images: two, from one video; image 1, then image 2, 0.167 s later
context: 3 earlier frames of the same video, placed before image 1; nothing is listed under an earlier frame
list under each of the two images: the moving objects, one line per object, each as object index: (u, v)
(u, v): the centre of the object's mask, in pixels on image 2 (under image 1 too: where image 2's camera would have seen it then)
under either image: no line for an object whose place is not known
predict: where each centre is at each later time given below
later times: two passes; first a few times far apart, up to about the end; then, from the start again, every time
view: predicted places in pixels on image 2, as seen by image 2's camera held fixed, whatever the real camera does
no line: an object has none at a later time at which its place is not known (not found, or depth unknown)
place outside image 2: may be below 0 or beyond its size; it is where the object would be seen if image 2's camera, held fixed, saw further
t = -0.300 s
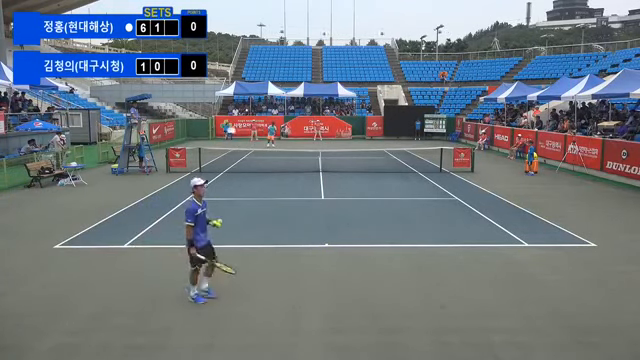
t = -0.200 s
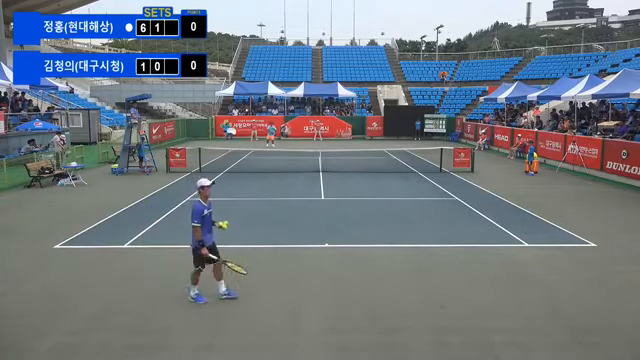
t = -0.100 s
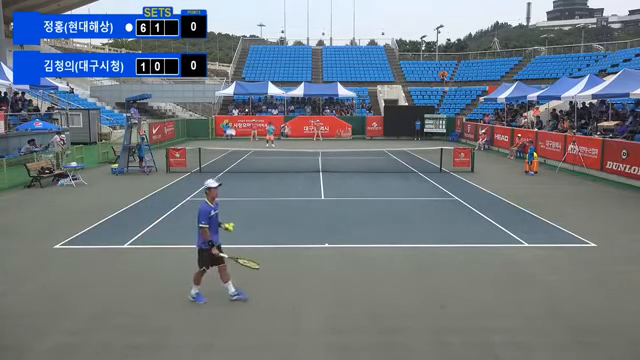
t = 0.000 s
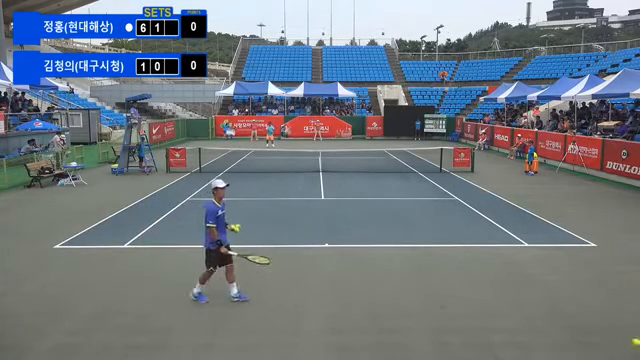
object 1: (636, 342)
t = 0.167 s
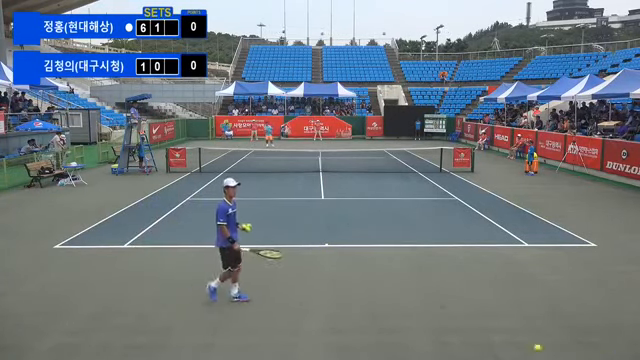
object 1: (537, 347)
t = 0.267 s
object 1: (508, 301)
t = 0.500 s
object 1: (443, 236)
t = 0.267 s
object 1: (508, 301)
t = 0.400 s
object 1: (471, 258)
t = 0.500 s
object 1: (443, 236)
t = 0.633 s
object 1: (408, 222)
